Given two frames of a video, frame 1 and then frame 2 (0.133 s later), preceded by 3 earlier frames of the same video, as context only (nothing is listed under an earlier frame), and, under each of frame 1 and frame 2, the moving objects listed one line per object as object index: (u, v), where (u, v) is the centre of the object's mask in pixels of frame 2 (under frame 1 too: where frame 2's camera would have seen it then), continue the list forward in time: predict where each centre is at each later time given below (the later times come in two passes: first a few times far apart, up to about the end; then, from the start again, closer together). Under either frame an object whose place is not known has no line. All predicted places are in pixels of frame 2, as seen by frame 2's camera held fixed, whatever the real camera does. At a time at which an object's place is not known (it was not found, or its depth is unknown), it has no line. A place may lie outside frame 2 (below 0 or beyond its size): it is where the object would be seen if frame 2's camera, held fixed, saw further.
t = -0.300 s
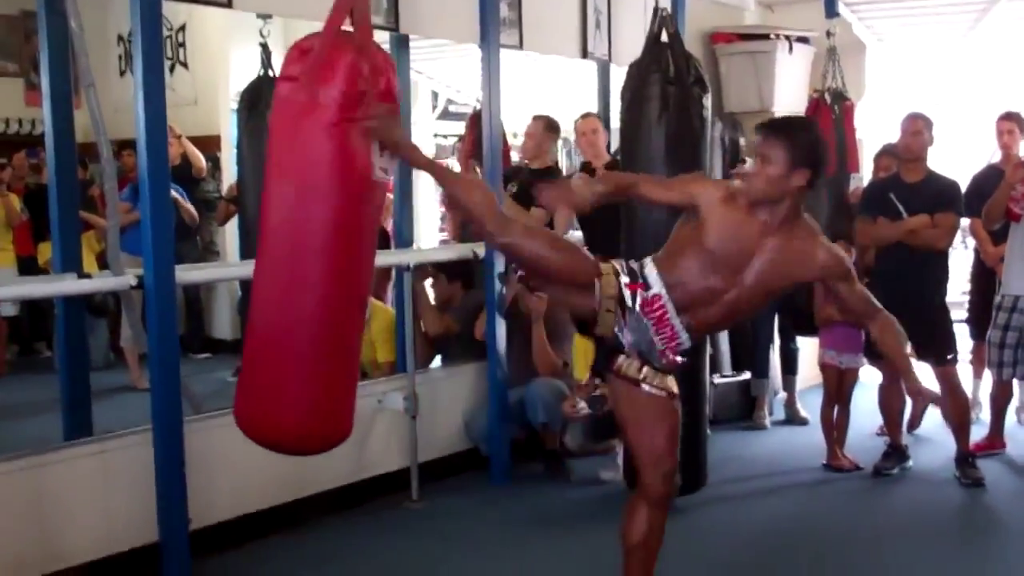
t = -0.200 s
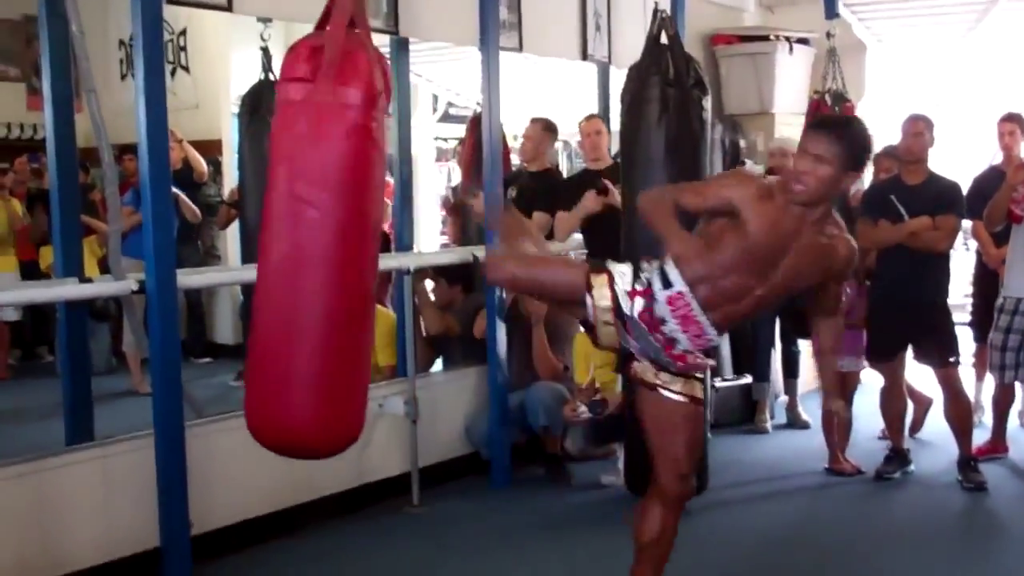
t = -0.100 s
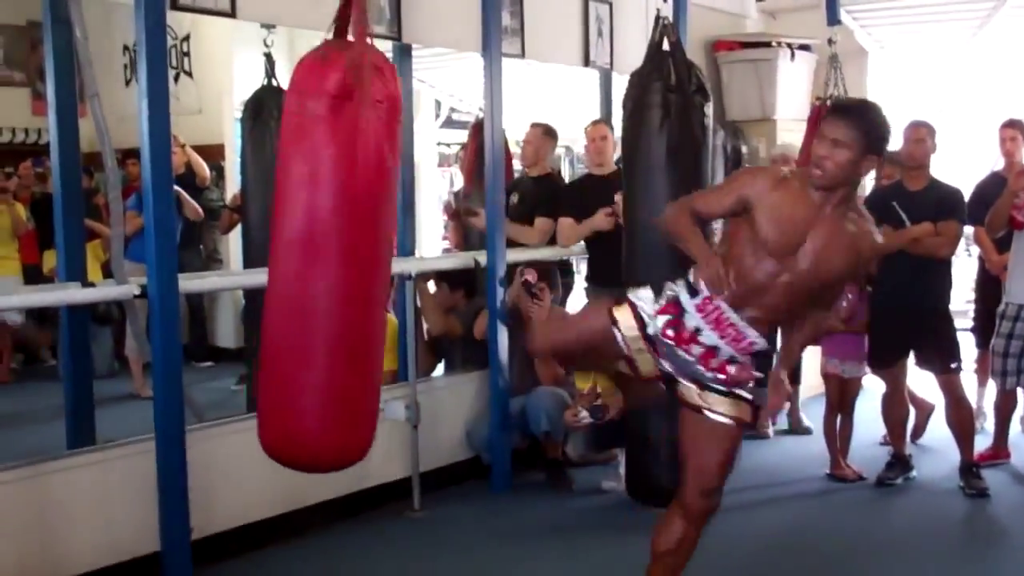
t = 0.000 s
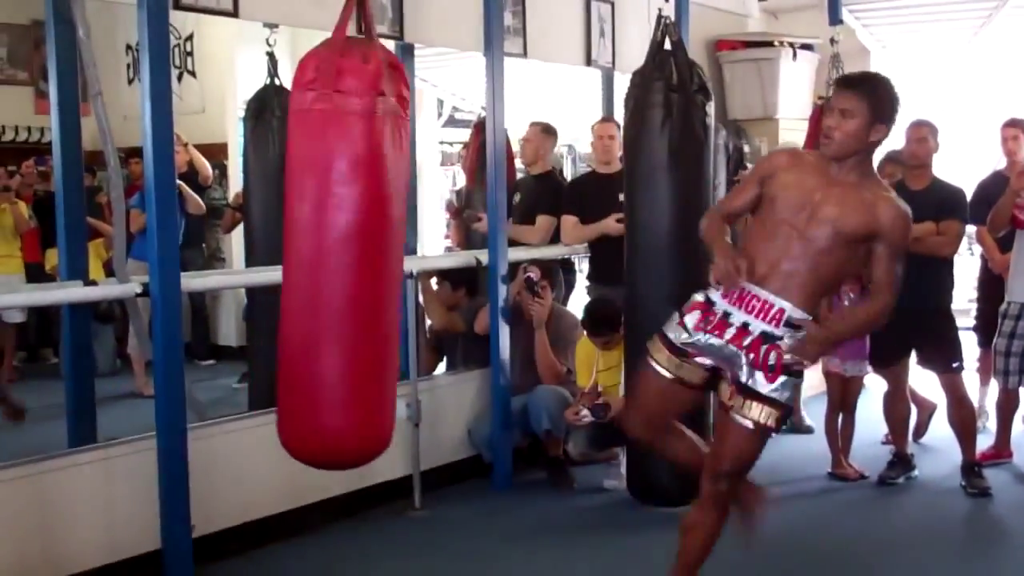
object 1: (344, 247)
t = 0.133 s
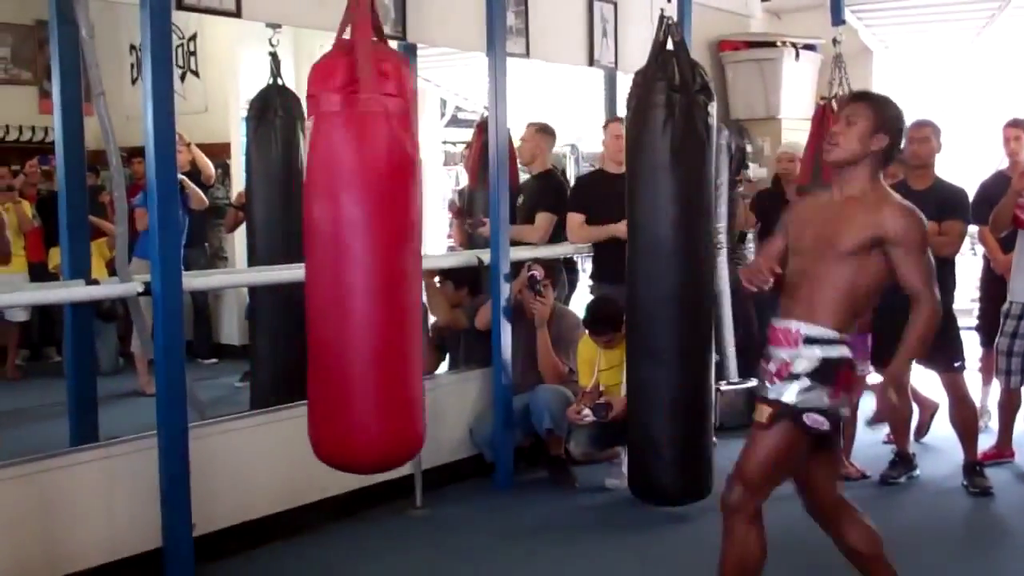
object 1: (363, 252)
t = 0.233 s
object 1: (378, 248)
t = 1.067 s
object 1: (399, 247)
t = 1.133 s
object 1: (388, 245)
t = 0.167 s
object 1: (369, 249)
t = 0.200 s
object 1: (373, 248)
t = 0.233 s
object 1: (378, 248)
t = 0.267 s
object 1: (384, 249)
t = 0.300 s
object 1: (389, 251)
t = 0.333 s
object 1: (393, 252)
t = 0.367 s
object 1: (398, 252)
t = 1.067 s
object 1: (399, 247)
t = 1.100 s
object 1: (394, 245)
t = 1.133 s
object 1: (388, 245)
